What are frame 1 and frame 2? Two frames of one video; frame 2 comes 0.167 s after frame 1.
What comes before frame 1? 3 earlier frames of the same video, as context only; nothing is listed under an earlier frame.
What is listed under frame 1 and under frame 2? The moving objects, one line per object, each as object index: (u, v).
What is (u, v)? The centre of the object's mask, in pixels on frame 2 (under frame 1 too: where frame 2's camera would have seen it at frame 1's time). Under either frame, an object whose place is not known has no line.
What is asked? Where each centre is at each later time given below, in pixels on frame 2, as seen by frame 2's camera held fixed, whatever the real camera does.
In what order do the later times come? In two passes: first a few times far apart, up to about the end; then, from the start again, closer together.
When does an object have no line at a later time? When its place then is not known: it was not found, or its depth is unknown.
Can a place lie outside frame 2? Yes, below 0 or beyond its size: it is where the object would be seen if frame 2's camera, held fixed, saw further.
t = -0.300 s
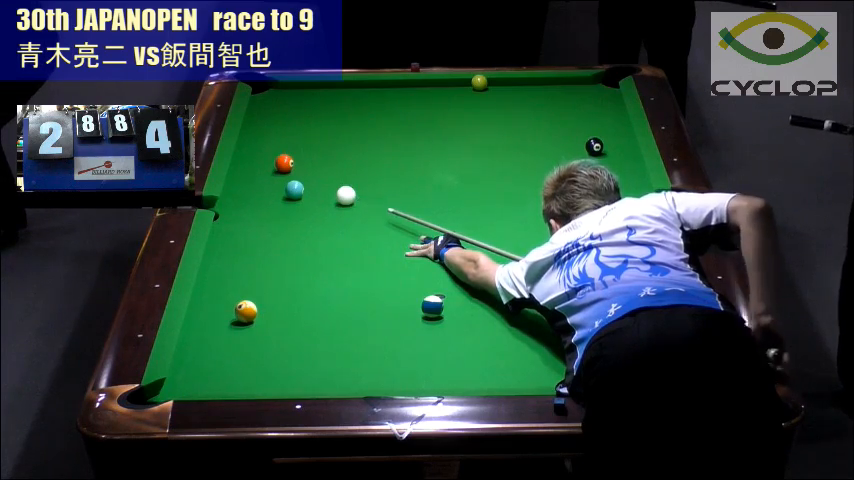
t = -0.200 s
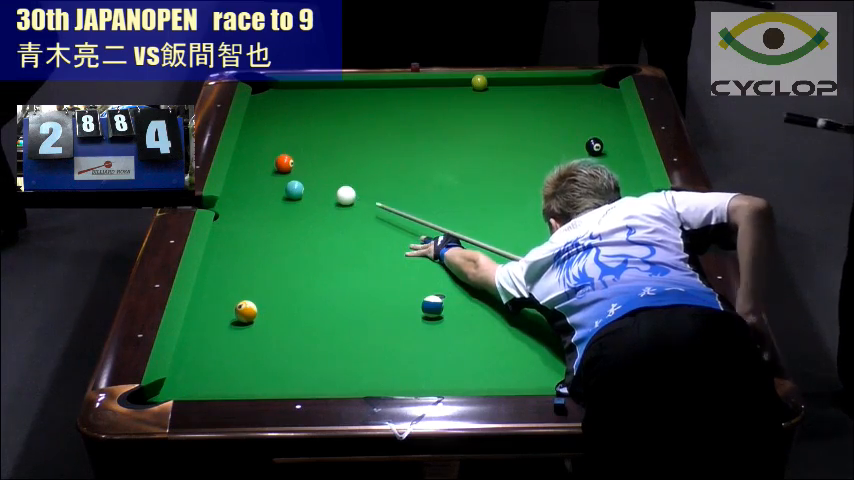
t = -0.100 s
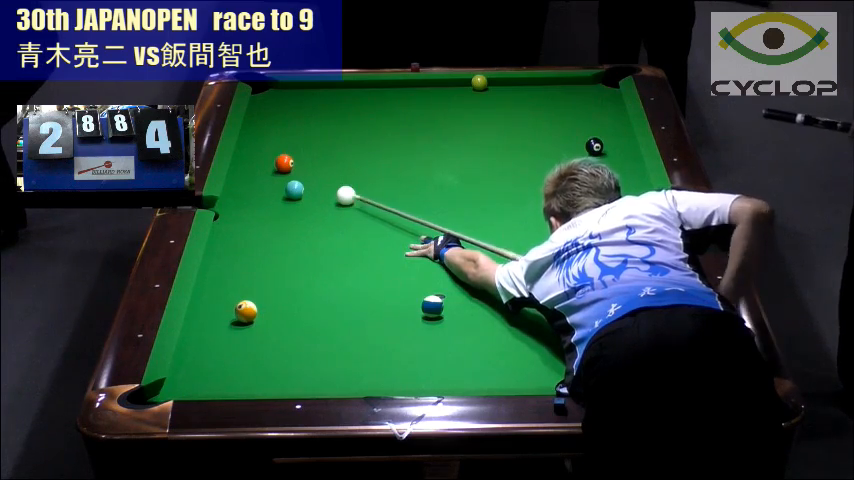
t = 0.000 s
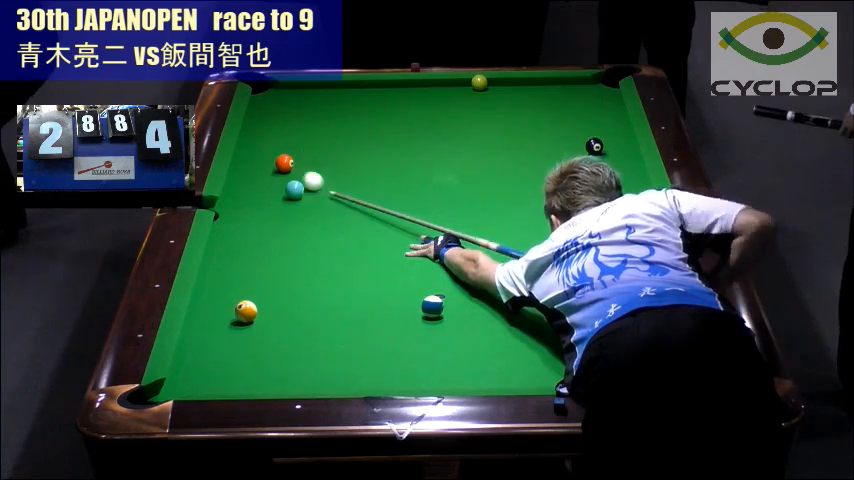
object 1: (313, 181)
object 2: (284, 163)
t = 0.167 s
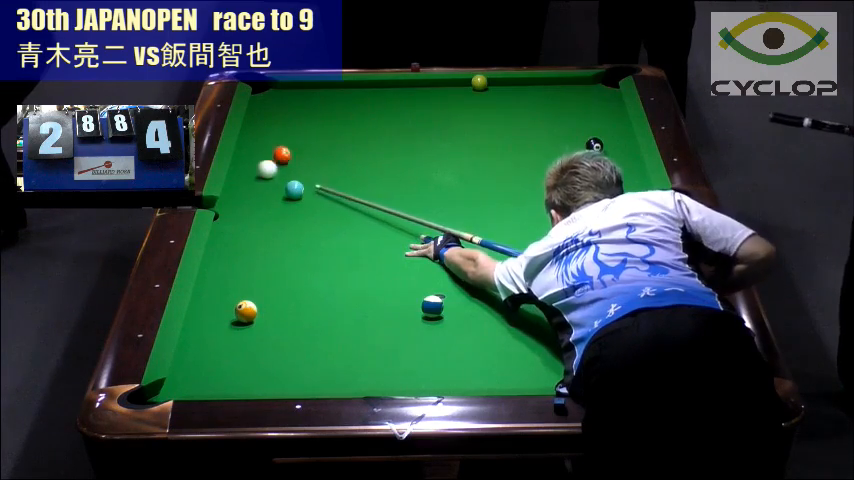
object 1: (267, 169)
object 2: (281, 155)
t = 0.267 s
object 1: (242, 167)
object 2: (278, 146)
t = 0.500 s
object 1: (276, 159)
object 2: (273, 127)
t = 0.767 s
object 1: (322, 150)
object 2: (268, 108)
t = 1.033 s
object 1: (366, 141)
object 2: (263, 91)
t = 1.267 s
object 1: (401, 134)
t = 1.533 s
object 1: (438, 128)
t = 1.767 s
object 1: (469, 123)
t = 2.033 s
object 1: (503, 116)
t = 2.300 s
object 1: (534, 110)
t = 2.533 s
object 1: (559, 105)
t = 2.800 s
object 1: (587, 100)
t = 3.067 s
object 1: (613, 95)
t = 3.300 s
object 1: (600, 94)
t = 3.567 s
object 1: (585, 92)
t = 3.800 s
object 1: (573, 91)
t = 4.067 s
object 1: (561, 90)
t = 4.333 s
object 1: (551, 88)
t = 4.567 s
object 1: (544, 88)
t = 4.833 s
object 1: (537, 87)
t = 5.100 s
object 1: (532, 86)
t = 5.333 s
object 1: (528, 86)
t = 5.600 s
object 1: (526, 86)
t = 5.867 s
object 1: (525, 86)
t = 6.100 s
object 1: (525, 86)
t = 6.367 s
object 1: (525, 86)
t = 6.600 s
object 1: (525, 86)
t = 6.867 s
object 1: (525, 86)
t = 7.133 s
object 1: (524, 86)
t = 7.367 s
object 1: (524, 86)
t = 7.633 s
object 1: (524, 86)
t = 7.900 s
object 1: (524, 86)
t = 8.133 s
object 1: (525, 86)
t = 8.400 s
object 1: (525, 86)
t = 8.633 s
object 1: (525, 86)
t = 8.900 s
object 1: (525, 86)
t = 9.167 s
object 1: (525, 86)
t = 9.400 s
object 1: (525, 86)
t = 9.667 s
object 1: (524, 86)
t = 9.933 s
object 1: (524, 86)
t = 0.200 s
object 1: (259, 168)
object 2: (280, 152)
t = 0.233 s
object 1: (250, 168)
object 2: (280, 149)
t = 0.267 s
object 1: (242, 167)
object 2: (278, 146)
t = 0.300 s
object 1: (240, 166)
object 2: (278, 143)
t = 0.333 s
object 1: (247, 165)
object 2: (277, 140)
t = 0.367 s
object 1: (252, 164)
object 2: (276, 138)
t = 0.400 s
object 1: (259, 162)
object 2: (275, 135)
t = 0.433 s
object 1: (265, 161)
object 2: (275, 133)
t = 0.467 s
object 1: (271, 160)
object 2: (274, 130)
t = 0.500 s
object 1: (276, 159)
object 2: (273, 127)
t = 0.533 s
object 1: (282, 158)
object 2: (272, 125)
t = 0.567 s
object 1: (288, 157)
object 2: (272, 123)
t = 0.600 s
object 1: (294, 156)
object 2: (271, 120)
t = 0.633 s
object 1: (300, 155)
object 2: (270, 118)
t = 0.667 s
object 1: (306, 154)
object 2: (270, 115)
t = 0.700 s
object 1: (311, 153)
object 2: (269, 113)
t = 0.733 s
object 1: (317, 151)
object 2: (268, 111)
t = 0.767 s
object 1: (322, 150)
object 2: (268, 108)
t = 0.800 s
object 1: (328, 150)
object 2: (267, 106)
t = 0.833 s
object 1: (333, 148)
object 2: (266, 104)
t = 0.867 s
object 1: (339, 147)
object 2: (266, 101)
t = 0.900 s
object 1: (344, 147)
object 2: (265, 99)
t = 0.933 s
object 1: (348, 147)
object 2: (265, 97)
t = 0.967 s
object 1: (354, 145)
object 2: (264, 95)
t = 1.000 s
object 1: (360, 142)
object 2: (263, 93)
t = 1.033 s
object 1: (366, 141)
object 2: (263, 91)
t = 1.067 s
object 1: (372, 139)
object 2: (262, 89)
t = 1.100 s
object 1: (376, 138)
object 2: (262, 87)
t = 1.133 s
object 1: (381, 138)
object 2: (261, 86)
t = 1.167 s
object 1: (387, 137)
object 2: (261, 85)
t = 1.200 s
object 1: (391, 136)
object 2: (260, 85)
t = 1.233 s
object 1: (396, 135)
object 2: (257, 89)
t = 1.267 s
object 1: (401, 134)
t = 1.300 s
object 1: (406, 133)
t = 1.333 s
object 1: (411, 132)
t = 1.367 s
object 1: (416, 131)
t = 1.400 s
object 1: (421, 129)
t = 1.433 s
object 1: (424, 131)
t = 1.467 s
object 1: (429, 130)
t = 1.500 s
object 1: (434, 129)
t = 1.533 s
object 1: (438, 128)
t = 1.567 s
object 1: (443, 127)
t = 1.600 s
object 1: (447, 127)
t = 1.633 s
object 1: (452, 126)
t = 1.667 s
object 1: (456, 125)
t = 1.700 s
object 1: (461, 124)
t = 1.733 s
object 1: (465, 123)
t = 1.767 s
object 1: (469, 123)
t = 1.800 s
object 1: (473, 121)
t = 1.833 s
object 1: (479, 120)
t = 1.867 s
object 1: (482, 120)
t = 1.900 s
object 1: (486, 119)
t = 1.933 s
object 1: (490, 119)
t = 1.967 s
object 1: (495, 118)
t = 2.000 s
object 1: (499, 117)
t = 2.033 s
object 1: (503, 116)
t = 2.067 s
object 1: (507, 115)
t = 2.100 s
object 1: (511, 114)
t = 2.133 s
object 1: (515, 114)
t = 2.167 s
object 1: (519, 113)
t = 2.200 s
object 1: (522, 112)
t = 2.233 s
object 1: (526, 112)
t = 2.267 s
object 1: (530, 111)
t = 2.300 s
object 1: (534, 110)
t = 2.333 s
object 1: (538, 109)
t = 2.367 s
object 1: (541, 109)
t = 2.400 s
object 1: (545, 108)
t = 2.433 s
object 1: (549, 107)
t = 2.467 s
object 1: (552, 107)
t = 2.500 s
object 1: (556, 106)
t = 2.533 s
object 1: (559, 105)
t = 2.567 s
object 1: (563, 105)
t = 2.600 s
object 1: (567, 104)
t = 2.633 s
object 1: (570, 103)
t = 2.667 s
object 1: (574, 103)
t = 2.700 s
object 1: (577, 102)
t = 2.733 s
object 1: (580, 101)
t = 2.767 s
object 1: (584, 101)
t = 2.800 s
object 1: (587, 100)
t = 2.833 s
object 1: (591, 100)
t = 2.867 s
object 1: (594, 99)
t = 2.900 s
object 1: (597, 98)
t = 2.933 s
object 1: (600, 98)
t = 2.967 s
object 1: (603, 97)
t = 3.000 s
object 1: (607, 96)
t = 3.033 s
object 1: (610, 96)
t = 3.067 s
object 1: (613, 95)
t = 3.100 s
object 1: (612, 95)
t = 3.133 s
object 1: (610, 95)
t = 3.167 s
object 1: (608, 95)
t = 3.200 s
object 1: (606, 94)
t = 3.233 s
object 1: (604, 94)
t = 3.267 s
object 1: (602, 94)
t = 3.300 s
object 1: (600, 94)
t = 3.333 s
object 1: (598, 93)
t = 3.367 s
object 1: (596, 93)
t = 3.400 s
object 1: (594, 93)
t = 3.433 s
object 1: (592, 93)
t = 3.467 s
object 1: (590, 93)
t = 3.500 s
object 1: (588, 92)
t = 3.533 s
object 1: (587, 92)
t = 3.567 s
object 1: (585, 92)
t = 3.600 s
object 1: (583, 92)
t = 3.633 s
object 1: (581, 91)
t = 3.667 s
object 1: (580, 91)
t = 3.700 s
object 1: (578, 91)
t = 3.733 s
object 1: (576, 91)
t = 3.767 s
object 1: (575, 91)
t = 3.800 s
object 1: (573, 91)
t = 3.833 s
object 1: (571, 91)
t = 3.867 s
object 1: (570, 90)
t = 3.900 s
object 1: (568, 90)
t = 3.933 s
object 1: (568, 89)
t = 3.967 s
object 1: (567, 88)
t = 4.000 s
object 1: (564, 89)
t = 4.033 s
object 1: (561, 91)
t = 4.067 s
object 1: (561, 90)
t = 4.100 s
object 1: (560, 89)
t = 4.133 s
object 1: (559, 89)
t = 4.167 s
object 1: (558, 89)
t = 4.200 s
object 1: (556, 89)
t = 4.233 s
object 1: (555, 89)
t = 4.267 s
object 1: (554, 89)
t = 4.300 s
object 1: (553, 89)
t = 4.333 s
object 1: (551, 88)
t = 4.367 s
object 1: (550, 88)
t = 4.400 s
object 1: (549, 88)
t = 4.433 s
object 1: (548, 88)
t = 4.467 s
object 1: (547, 88)
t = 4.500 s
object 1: (546, 88)
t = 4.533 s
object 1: (545, 88)
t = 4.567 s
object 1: (544, 88)
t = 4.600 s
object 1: (543, 88)
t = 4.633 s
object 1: (542, 87)
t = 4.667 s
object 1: (541, 87)
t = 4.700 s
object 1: (540, 87)
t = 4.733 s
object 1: (539, 87)
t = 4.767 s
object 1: (538, 87)
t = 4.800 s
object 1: (538, 87)
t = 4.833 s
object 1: (537, 87)
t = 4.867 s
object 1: (536, 87)
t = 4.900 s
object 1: (536, 87)
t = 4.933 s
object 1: (535, 87)
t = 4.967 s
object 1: (534, 87)
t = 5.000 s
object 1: (533, 87)
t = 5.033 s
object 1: (533, 86)
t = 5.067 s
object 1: (532, 86)
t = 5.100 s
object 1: (532, 86)
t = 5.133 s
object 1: (531, 86)
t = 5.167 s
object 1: (530, 86)
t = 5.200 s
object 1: (530, 86)
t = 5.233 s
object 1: (529, 86)
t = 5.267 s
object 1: (529, 86)
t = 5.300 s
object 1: (529, 86)
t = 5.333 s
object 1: (528, 86)
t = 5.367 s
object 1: (528, 86)
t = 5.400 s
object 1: (527, 86)
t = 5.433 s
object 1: (527, 86)
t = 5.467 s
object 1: (527, 86)
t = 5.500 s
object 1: (526, 86)
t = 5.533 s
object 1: (526, 86)
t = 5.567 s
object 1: (526, 86)
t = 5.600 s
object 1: (526, 86)
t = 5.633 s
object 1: (526, 86)
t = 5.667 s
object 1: (525, 86)
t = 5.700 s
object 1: (525, 86)
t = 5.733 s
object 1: (525, 86)
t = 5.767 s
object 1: (525, 86)
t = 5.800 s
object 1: (525, 86)
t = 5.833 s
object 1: (525, 86)
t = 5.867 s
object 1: (525, 86)
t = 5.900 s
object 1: (525, 86)
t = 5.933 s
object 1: (525, 86)
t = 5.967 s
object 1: (525, 86)
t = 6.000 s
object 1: (525, 86)
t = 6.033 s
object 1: (525, 86)
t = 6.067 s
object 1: (525, 86)
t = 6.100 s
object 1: (525, 86)
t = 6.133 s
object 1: (525, 86)
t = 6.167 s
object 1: (525, 86)
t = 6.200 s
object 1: (524, 86)
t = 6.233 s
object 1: (525, 86)
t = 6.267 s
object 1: (525, 86)
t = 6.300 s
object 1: (525, 86)
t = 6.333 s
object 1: (525, 86)
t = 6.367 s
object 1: (525, 86)
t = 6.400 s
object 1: (525, 86)
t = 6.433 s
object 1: (525, 86)
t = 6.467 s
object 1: (525, 86)
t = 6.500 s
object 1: (525, 86)
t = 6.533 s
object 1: (525, 86)
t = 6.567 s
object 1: (525, 86)
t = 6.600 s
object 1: (525, 86)
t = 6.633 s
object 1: (524, 86)
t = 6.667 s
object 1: (525, 86)
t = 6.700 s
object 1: (525, 86)
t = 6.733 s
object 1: (524, 86)
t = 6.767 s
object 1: (524, 86)
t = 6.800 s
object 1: (524, 86)
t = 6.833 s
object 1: (524, 86)
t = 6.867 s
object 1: (525, 86)
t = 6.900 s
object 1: (524, 86)
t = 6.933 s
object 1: (524, 86)
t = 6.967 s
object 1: (524, 86)
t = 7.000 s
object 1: (525, 86)
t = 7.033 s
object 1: (525, 86)
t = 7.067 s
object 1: (525, 86)
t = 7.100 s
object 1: (524, 86)
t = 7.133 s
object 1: (524, 86)
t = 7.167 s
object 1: (524, 86)
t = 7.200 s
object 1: (524, 86)
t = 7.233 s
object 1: (524, 86)
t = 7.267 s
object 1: (524, 86)
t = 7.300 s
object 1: (524, 86)
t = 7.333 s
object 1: (524, 86)
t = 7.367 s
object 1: (524, 86)
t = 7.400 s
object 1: (524, 86)
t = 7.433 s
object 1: (524, 86)
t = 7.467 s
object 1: (524, 86)
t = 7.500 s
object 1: (524, 86)
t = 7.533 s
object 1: (524, 86)
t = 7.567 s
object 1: (524, 86)
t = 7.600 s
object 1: (524, 86)
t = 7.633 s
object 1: (524, 86)
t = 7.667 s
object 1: (524, 86)
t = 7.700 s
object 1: (524, 86)
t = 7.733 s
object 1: (524, 86)
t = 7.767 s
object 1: (525, 86)
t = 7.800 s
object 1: (524, 86)
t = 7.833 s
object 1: (524, 86)
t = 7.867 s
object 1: (524, 86)
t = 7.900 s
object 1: (524, 86)
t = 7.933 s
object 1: (525, 86)
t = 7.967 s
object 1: (524, 86)
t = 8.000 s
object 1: (524, 86)
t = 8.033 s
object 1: (524, 86)
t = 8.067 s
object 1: (524, 86)
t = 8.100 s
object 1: (524, 86)
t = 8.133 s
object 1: (525, 86)
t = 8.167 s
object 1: (525, 86)
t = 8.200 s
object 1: (524, 86)
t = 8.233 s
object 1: (525, 86)
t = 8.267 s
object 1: (525, 86)
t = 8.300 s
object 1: (525, 86)
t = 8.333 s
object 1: (525, 86)
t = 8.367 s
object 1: (525, 86)
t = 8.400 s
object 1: (525, 86)
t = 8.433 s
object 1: (525, 86)
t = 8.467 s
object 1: (525, 86)
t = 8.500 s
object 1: (524, 86)
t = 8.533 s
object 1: (525, 86)
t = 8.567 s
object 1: (525, 86)
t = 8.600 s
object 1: (525, 86)
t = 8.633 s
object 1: (525, 86)
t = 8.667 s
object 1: (525, 86)
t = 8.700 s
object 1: (525, 86)
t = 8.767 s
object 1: (525, 86)
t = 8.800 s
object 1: (525, 86)
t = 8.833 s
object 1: (525, 86)
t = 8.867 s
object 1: (525, 86)
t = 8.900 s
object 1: (525, 86)
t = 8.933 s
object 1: (525, 86)
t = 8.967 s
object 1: (525, 86)
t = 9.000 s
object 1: (525, 86)
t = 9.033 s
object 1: (525, 86)
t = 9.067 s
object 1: (525, 86)
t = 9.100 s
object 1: (525, 86)
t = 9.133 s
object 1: (525, 86)
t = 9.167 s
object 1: (525, 86)
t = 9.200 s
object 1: (525, 86)
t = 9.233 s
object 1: (525, 86)
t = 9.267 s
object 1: (525, 86)
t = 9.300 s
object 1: (525, 86)
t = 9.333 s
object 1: (525, 86)
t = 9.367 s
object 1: (525, 86)
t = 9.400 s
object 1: (525, 86)
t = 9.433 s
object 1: (525, 86)
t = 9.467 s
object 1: (525, 86)
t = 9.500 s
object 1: (525, 86)
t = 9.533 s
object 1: (525, 86)
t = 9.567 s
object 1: (524, 86)
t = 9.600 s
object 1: (524, 86)
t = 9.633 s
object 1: (524, 86)
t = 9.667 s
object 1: (524, 86)
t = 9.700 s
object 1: (524, 86)
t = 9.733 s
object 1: (524, 86)
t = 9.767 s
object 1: (525, 86)
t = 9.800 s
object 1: (525, 86)
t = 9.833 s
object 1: (524, 86)
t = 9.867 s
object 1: (524, 86)
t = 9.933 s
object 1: (524, 86)
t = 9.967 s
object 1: (525, 86)
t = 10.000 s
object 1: (525, 86)
